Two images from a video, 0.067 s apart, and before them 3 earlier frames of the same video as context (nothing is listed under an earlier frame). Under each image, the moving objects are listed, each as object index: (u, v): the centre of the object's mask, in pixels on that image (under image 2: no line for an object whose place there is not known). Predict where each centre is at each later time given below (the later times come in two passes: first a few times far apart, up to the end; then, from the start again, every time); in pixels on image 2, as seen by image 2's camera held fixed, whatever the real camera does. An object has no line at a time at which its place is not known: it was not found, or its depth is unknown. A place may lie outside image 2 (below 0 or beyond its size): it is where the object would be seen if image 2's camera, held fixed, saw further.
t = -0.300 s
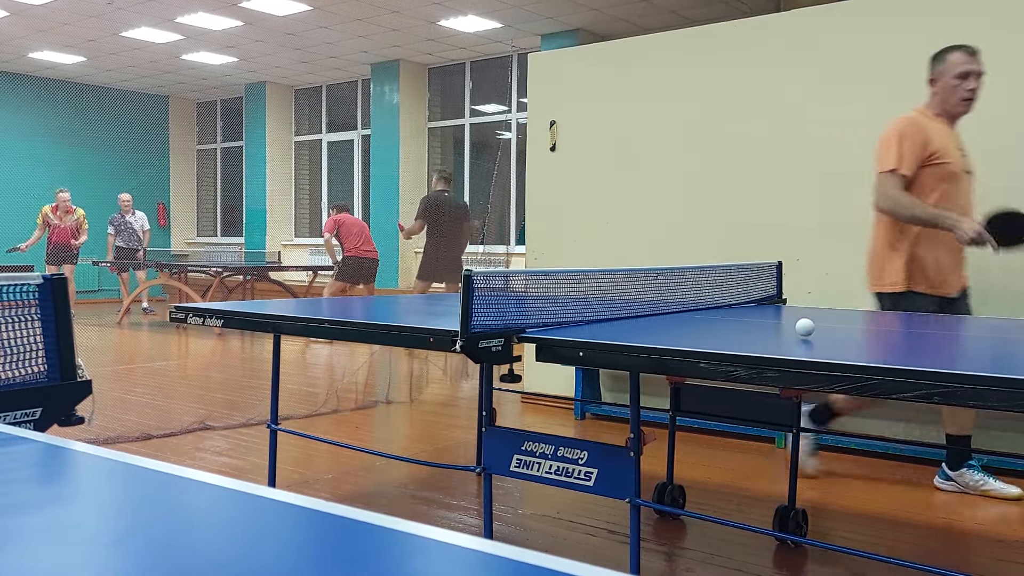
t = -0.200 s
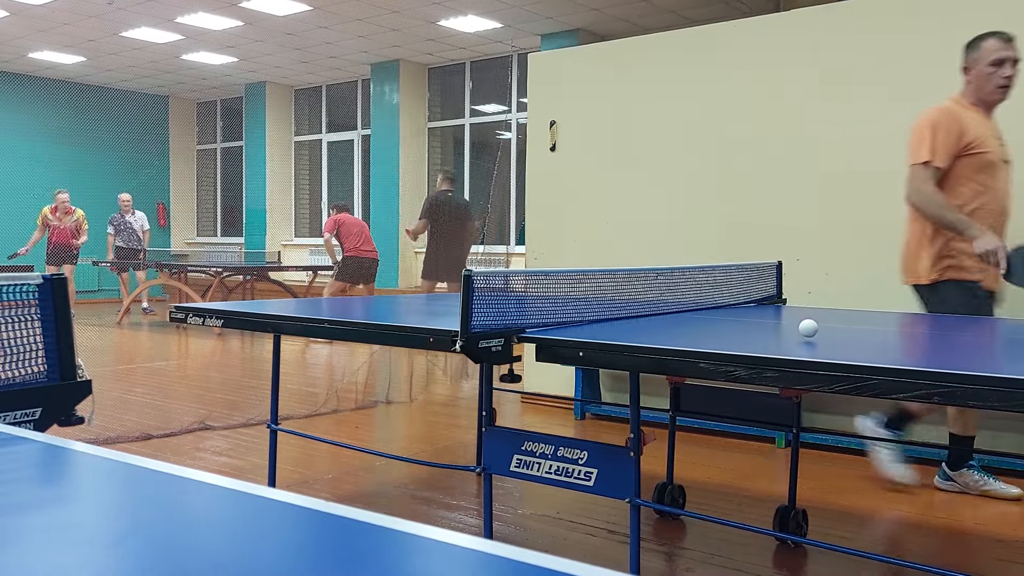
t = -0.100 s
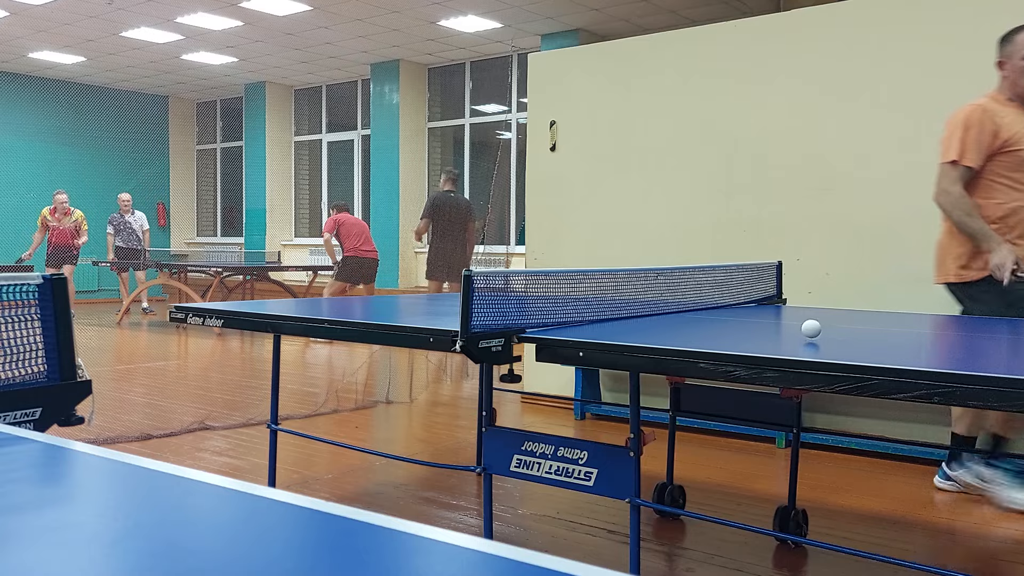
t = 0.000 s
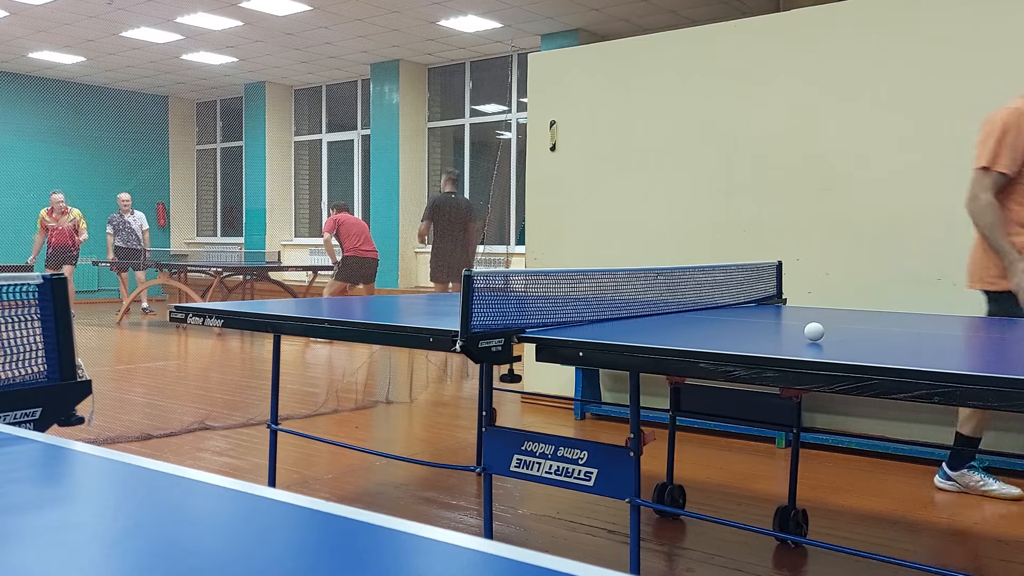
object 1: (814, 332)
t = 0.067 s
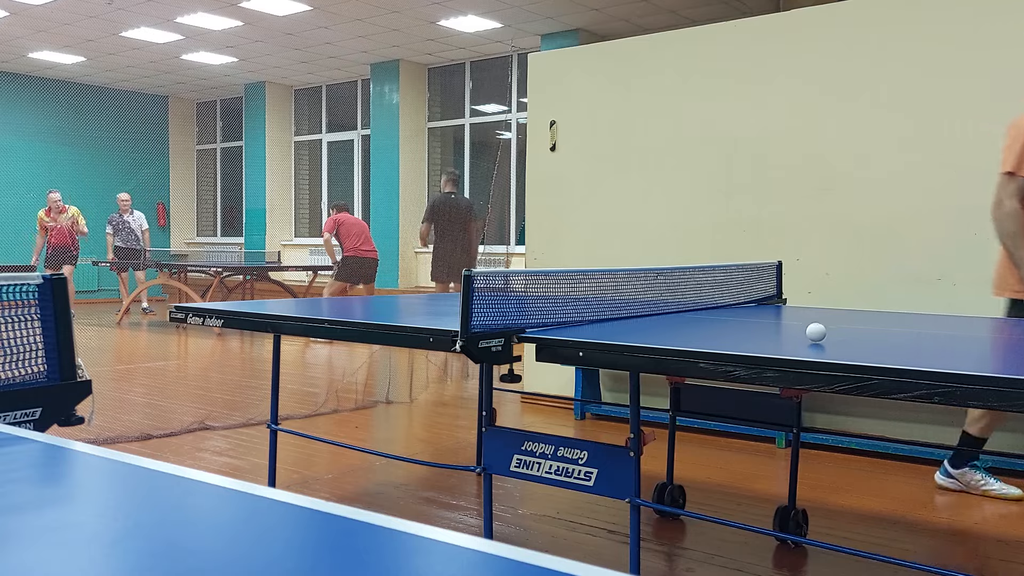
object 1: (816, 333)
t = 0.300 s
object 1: (822, 335)
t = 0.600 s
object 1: (829, 339)
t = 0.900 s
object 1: (835, 344)
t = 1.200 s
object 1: (839, 350)
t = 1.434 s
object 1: (839, 392)
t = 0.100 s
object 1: (816, 332)
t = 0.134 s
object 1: (817, 333)
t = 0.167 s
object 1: (818, 333)
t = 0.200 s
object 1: (819, 333)
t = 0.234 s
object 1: (820, 335)
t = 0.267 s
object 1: (821, 335)
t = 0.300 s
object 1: (822, 335)
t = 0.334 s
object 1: (823, 336)
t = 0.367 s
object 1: (823, 336)
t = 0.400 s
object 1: (824, 336)
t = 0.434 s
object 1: (825, 337)
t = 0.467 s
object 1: (826, 337)
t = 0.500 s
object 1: (827, 338)
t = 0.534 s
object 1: (828, 339)
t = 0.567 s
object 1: (828, 339)
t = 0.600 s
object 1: (829, 339)
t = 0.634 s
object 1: (830, 340)
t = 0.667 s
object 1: (831, 340)
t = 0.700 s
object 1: (832, 341)
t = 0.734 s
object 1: (833, 342)
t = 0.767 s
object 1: (833, 342)
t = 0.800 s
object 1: (834, 343)
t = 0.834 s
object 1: (834, 343)
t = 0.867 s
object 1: (835, 344)
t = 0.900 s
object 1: (835, 344)
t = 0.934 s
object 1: (836, 345)
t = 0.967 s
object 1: (836, 346)
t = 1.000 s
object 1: (837, 346)
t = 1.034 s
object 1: (837, 347)
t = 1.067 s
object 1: (838, 347)
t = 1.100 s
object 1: (838, 348)
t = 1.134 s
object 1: (839, 348)
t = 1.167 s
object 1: (839, 349)
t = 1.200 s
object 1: (839, 350)
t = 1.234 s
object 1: (839, 350)
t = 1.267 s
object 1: (839, 351)
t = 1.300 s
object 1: (839, 351)
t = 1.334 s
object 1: (840, 354)
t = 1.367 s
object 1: (840, 361)
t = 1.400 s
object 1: (840, 374)
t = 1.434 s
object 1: (839, 392)
